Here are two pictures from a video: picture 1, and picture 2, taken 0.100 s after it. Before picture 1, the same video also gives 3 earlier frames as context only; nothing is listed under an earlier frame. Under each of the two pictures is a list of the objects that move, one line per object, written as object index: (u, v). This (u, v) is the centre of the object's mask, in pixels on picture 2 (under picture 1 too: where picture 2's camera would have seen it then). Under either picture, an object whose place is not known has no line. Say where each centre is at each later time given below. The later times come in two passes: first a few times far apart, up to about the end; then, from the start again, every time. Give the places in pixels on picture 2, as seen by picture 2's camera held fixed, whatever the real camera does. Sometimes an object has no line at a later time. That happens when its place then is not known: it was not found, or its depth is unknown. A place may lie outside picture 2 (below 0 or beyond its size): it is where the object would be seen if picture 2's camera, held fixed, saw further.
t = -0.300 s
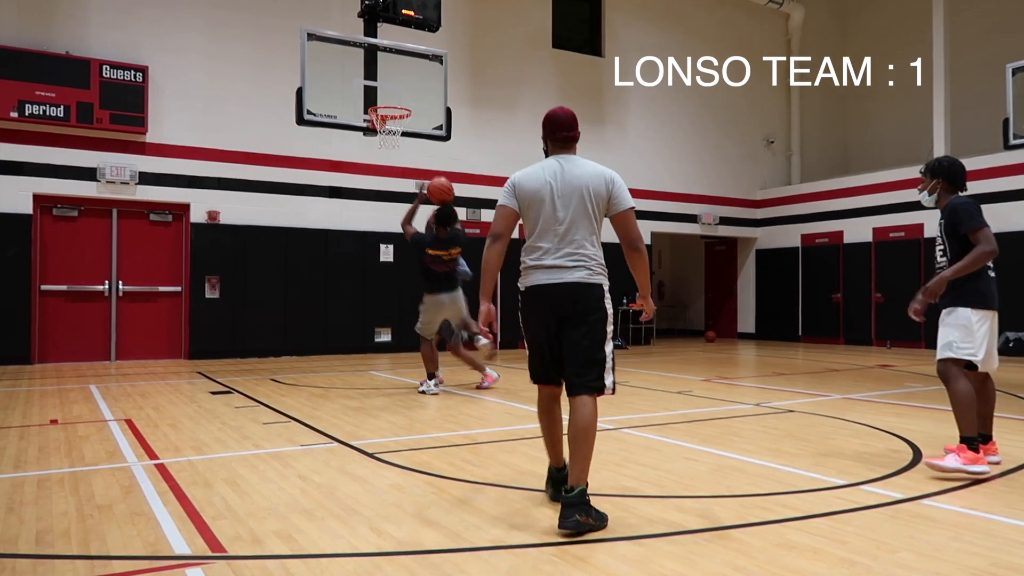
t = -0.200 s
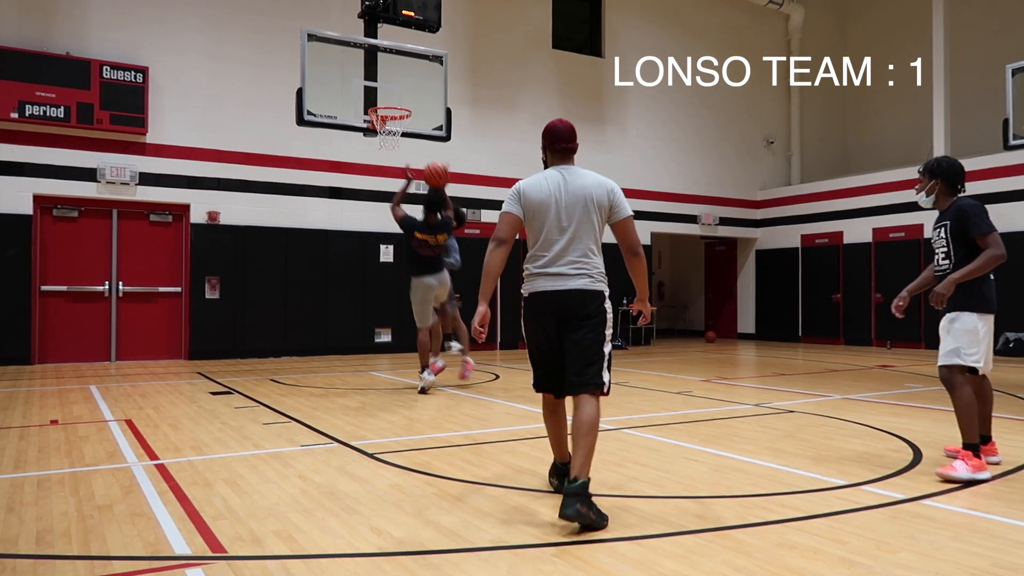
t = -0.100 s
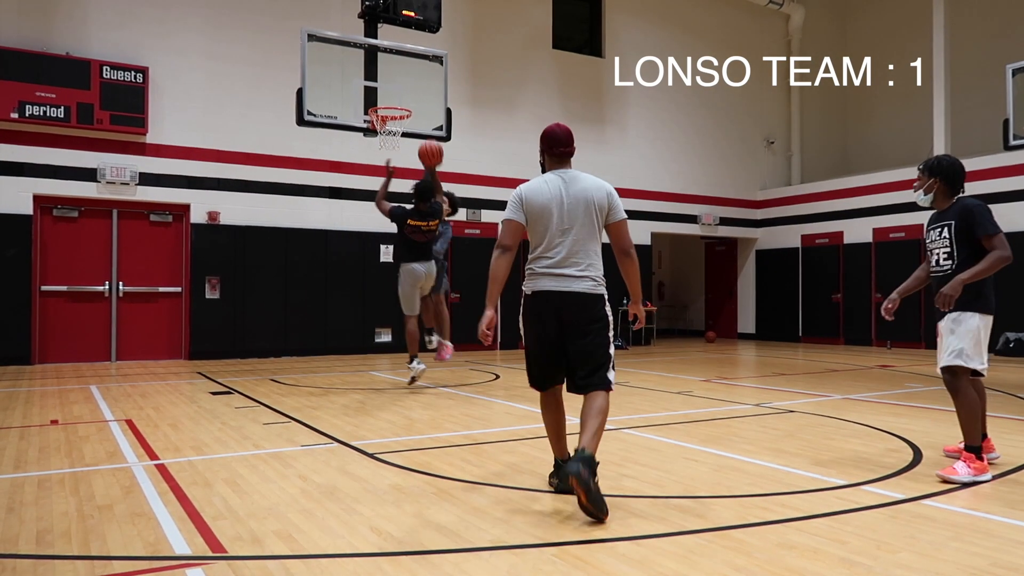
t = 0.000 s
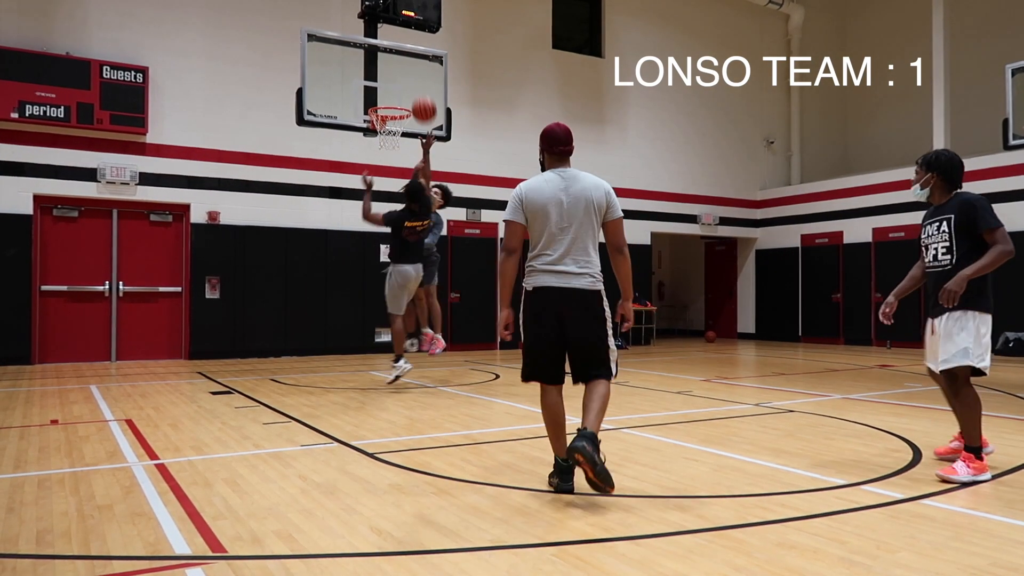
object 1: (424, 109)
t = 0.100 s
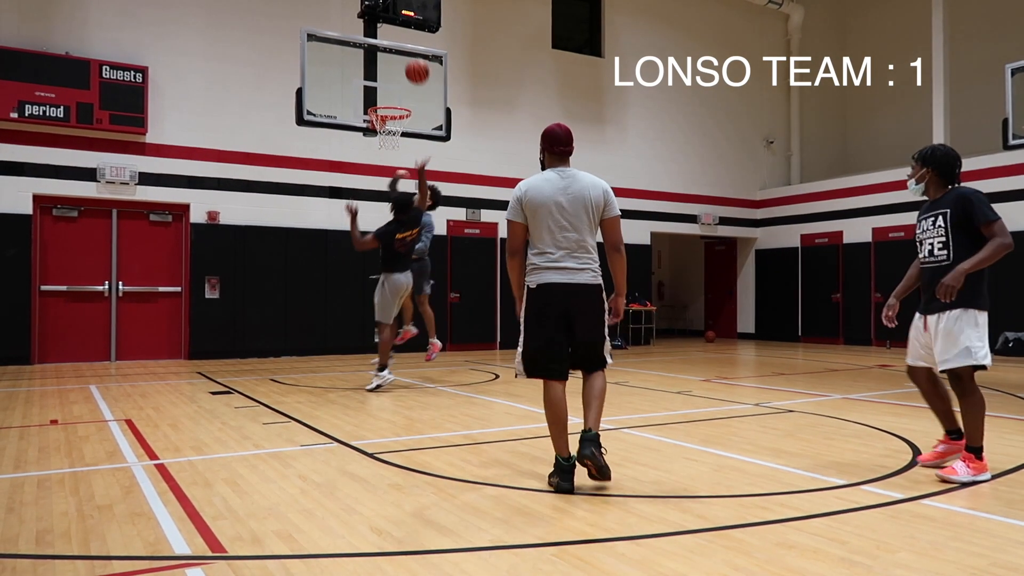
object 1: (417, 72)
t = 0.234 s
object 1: (409, 38)
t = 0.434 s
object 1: (397, 23)
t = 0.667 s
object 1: (385, 50)
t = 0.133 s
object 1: (415, 62)
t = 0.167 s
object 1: (413, 53)
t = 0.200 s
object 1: (410, 45)
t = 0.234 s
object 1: (409, 38)
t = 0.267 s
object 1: (406, 33)
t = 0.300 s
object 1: (405, 29)
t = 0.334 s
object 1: (403, 26)
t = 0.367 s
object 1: (401, 24)
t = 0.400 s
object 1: (399, 23)
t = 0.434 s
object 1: (397, 23)
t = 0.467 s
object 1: (395, 24)
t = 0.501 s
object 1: (393, 26)
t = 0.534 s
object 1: (391, 28)
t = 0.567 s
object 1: (390, 32)
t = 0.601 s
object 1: (388, 37)
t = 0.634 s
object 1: (386, 43)
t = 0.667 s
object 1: (385, 50)
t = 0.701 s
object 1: (383, 57)
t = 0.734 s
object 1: (381, 65)
